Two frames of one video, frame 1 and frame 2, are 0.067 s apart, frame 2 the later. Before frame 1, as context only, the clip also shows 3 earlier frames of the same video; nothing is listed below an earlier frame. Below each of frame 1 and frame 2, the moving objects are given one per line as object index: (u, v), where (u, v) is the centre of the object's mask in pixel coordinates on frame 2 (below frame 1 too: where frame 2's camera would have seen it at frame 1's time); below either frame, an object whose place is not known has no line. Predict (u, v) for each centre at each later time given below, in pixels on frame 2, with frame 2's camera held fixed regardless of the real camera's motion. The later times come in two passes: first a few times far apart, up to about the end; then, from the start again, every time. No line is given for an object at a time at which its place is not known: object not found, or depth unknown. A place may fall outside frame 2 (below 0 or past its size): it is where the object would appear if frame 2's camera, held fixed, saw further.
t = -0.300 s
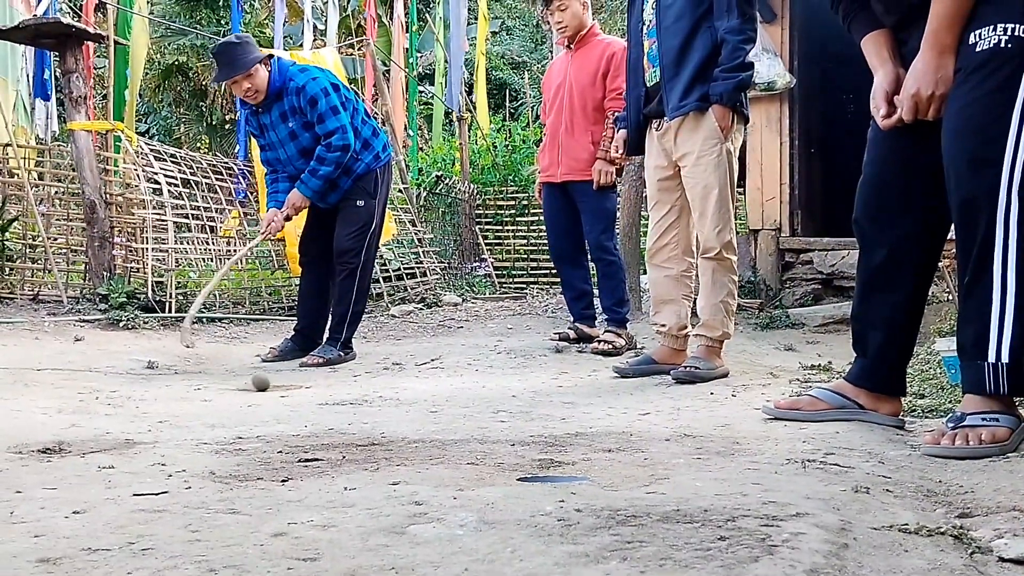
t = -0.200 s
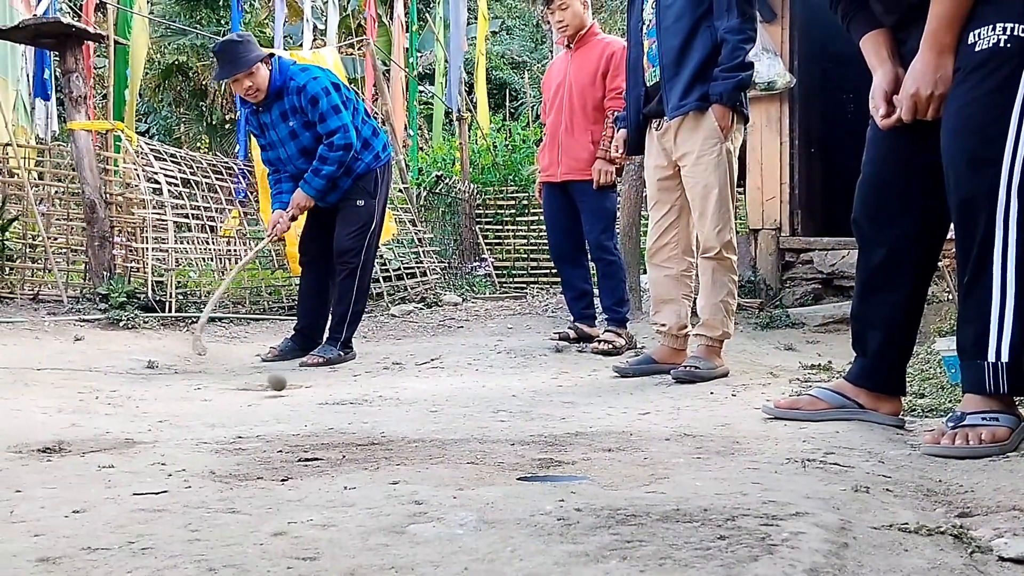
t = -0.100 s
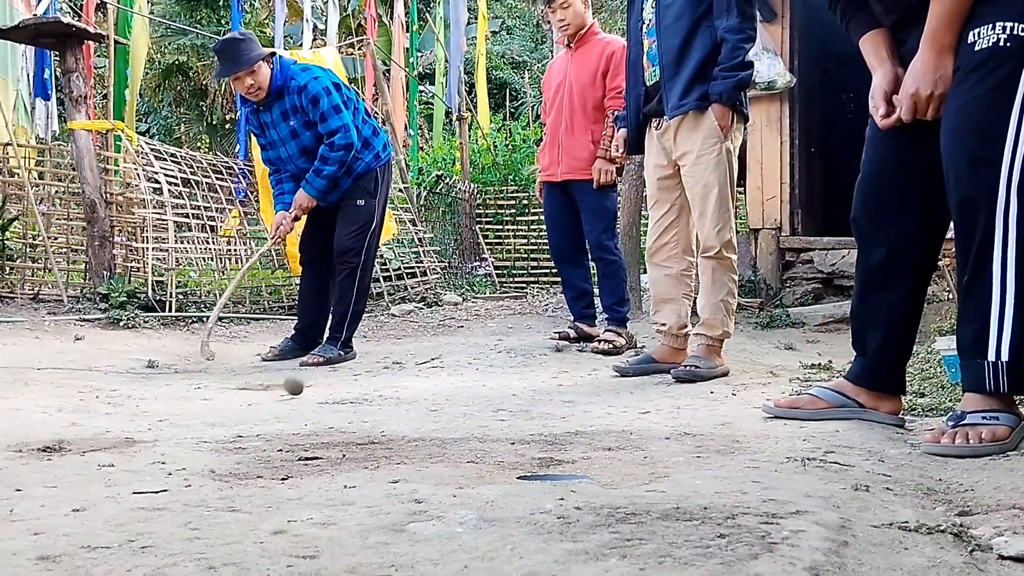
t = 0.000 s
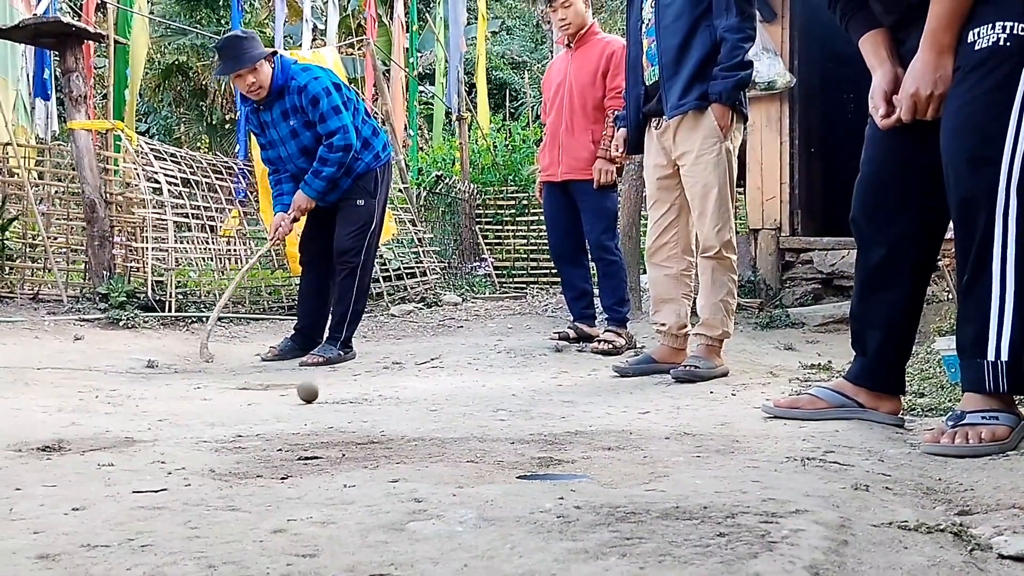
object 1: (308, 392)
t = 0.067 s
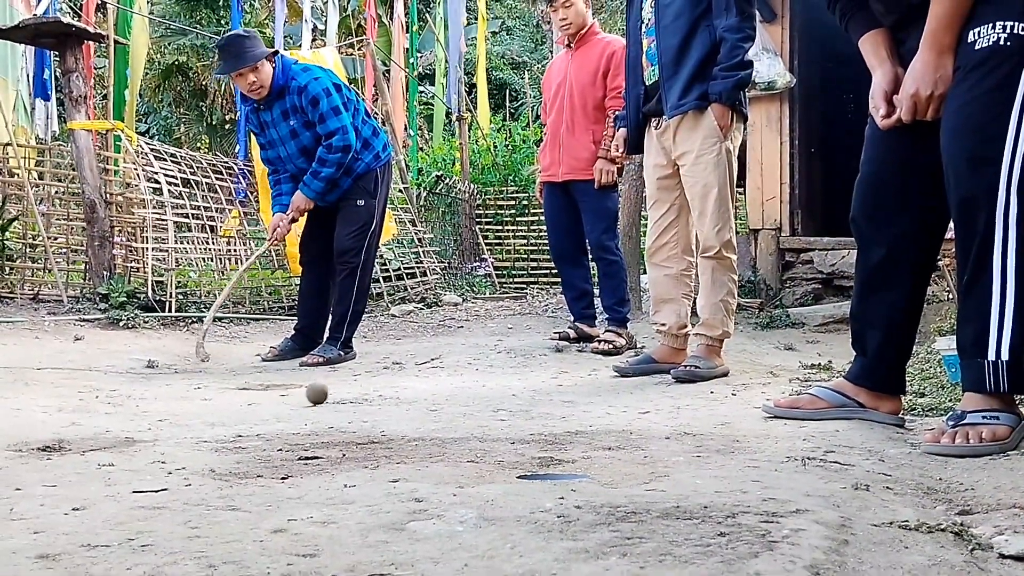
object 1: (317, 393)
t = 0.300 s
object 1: (354, 407)
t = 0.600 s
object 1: (401, 426)
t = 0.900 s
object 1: (439, 444)
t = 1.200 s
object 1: (505, 459)
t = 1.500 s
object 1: (574, 470)
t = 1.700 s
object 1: (618, 472)
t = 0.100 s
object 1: (321, 393)
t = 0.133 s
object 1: (326, 398)
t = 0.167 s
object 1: (332, 399)
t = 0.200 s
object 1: (338, 401)
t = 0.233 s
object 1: (342, 401)
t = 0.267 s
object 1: (347, 406)
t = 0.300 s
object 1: (354, 407)
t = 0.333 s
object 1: (359, 406)
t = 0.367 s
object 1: (364, 408)
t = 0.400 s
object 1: (369, 409)
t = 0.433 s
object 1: (375, 409)
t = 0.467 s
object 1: (380, 415)
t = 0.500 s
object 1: (386, 418)
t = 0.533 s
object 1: (391, 415)
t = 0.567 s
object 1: (396, 416)
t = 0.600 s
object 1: (401, 426)
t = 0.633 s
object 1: (405, 426)
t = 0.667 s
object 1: (409, 430)
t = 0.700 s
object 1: (414, 433)
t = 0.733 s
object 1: (418, 434)
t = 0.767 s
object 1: (421, 436)
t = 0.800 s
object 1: (425, 436)
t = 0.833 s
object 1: (429, 440)
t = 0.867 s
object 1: (434, 442)
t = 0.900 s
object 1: (439, 444)
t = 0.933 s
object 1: (444, 447)
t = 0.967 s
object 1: (449, 447)
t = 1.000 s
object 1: (455, 447)
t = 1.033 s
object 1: (461, 449)
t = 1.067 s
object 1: (469, 453)
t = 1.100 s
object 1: (476, 455)
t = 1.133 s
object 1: (485, 457)
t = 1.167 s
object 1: (495, 458)
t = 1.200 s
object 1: (505, 459)
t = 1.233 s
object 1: (514, 460)
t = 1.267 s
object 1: (525, 461)
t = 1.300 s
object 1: (530, 453)
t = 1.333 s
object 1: (535, 450)
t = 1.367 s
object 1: (541, 457)
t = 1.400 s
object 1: (548, 463)
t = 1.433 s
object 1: (556, 466)
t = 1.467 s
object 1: (565, 469)
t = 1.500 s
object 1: (574, 470)
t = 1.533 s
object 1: (582, 471)
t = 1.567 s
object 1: (590, 470)
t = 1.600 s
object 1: (598, 471)
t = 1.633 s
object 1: (605, 472)
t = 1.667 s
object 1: (612, 472)
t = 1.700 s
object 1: (618, 472)
